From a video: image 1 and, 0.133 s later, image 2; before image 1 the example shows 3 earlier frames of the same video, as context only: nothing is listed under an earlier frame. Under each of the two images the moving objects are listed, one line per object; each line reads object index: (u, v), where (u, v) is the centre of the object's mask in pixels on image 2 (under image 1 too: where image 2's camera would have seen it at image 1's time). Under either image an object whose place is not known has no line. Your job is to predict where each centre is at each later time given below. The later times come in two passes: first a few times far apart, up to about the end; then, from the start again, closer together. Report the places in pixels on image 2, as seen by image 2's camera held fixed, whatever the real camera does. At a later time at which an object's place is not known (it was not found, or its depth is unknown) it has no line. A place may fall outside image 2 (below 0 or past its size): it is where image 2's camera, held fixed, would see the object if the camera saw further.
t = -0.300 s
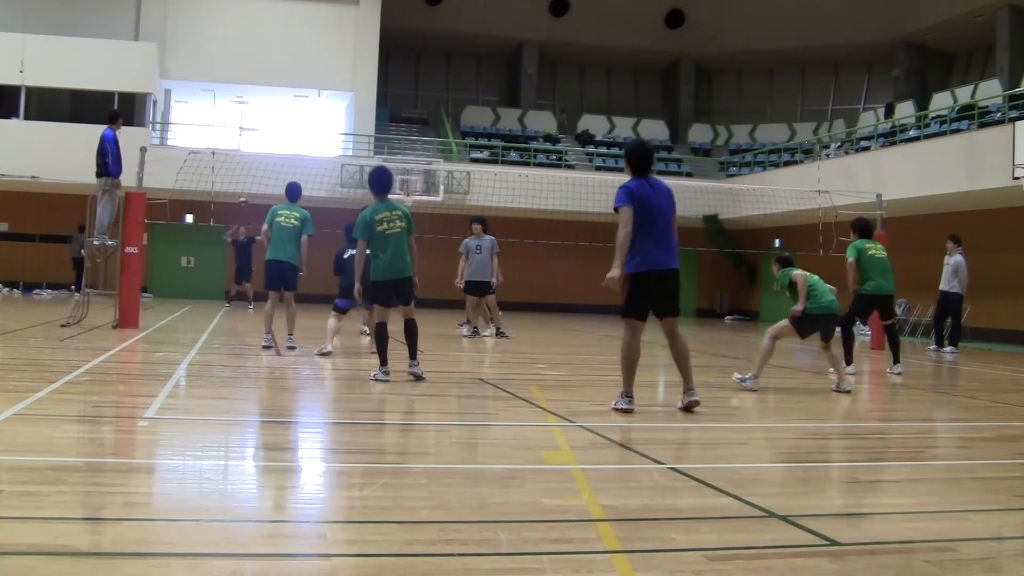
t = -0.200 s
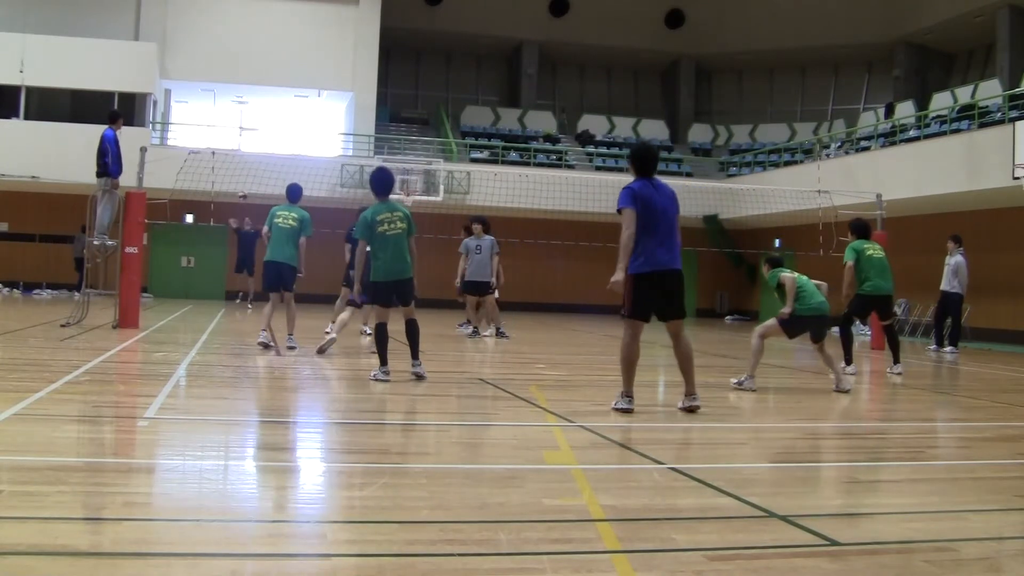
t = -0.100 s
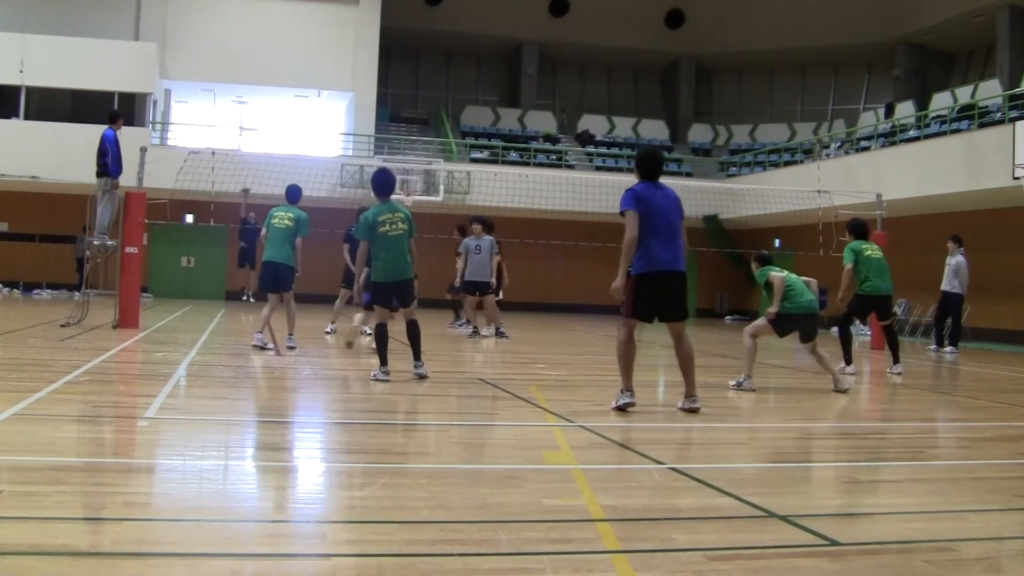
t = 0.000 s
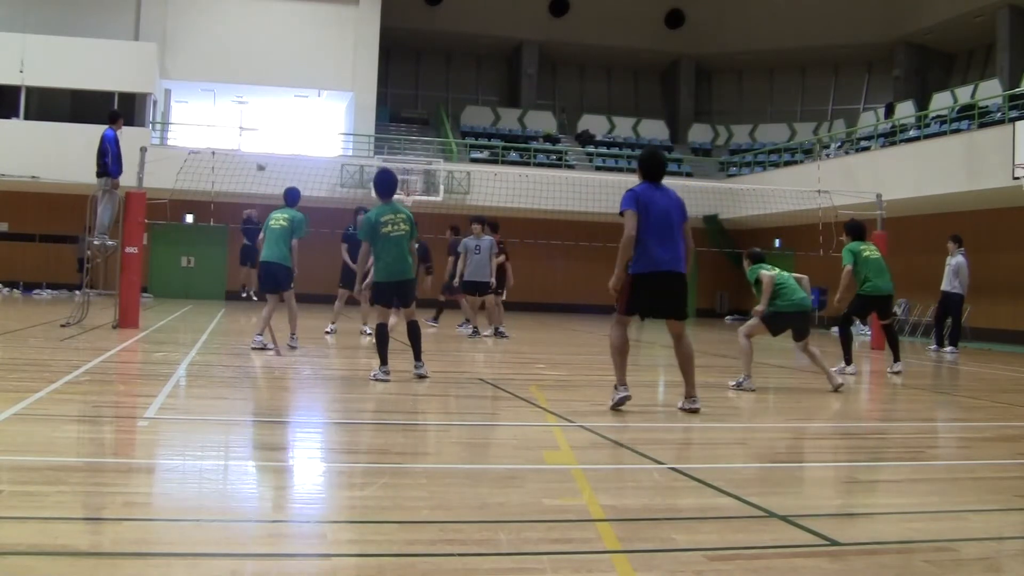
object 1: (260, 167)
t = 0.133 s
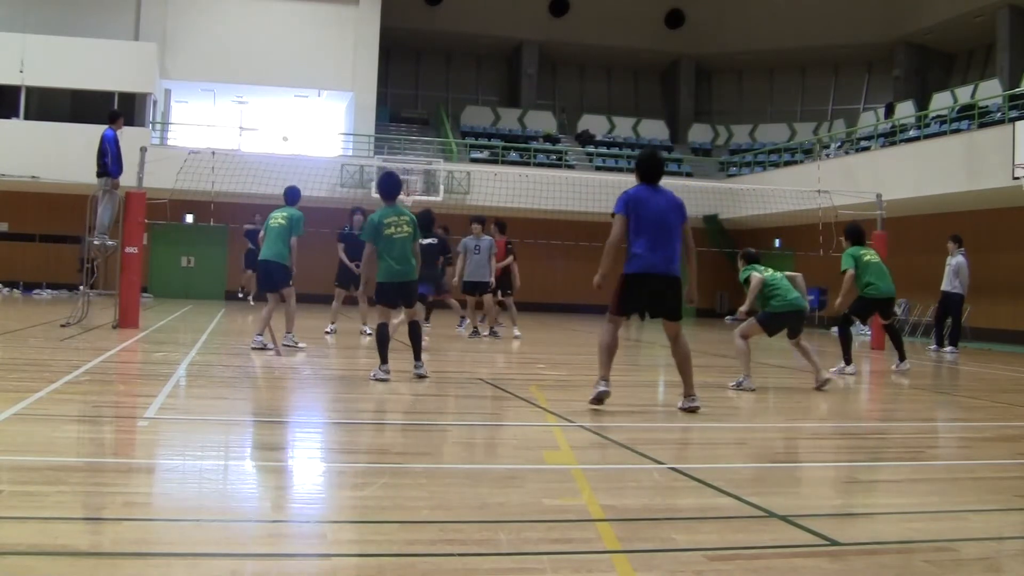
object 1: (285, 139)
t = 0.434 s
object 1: (357, 103)
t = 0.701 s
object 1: (431, 118)
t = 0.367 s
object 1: (340, 107)
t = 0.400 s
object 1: (348, 105)
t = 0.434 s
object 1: (357, 103)
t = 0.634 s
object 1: (408, 109)
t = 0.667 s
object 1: (419, 113)
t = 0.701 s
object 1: (431, 118)
